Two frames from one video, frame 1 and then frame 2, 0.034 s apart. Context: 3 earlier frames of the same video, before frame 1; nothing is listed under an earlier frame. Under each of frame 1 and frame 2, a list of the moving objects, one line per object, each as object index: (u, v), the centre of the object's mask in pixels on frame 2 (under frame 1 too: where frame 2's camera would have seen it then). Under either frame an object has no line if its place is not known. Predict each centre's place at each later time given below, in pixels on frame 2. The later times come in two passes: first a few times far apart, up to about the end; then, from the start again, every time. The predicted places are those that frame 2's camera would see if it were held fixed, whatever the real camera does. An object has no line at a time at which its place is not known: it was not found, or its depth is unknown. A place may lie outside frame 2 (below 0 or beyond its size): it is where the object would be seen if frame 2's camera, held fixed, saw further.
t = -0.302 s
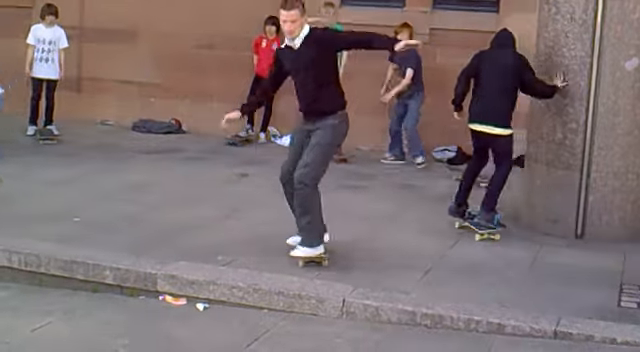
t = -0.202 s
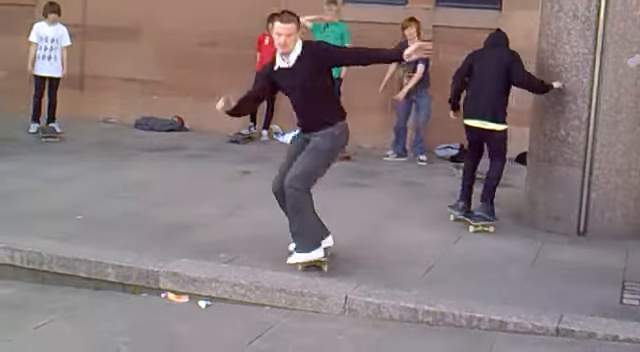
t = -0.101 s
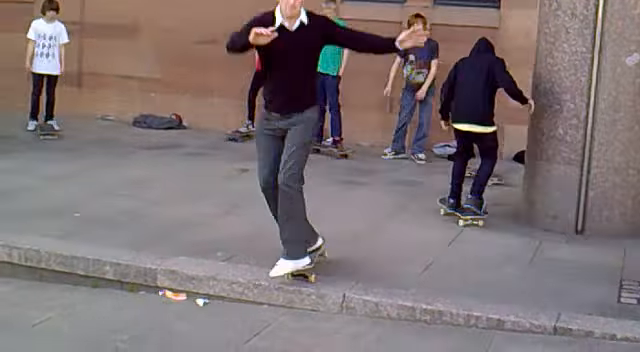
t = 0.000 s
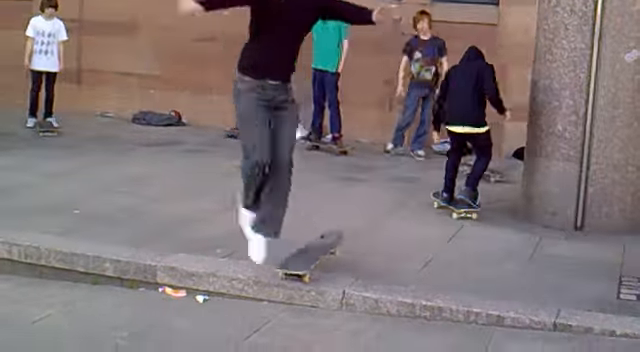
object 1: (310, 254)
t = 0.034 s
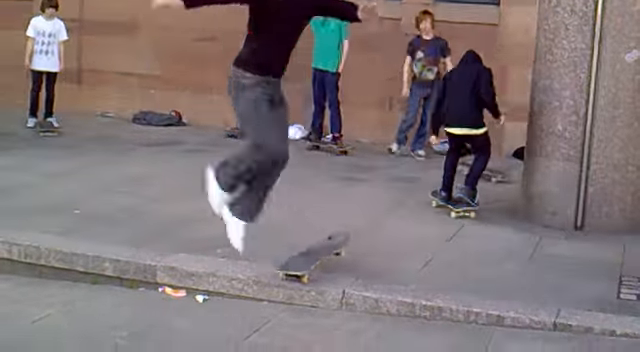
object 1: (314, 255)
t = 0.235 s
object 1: (328, 266)
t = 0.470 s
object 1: (327, 268)
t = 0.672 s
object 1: (326, 268)
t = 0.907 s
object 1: (327, 267)
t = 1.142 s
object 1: (328, 268)
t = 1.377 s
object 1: (328, 267)
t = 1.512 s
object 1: (329, 267)
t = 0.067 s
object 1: (317, 257)
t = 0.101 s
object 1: (321, 260)
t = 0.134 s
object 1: (324, 263)
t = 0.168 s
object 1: (327, 265)
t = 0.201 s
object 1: (328, 264)
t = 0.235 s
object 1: (328, 266)
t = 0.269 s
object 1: (328, 267)
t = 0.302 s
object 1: (328, 267)
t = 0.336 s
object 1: (328, 267)
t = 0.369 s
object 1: (328, 267)
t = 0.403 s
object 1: (328, 267)
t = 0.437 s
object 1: (328, 268)
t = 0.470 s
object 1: (327, 268)
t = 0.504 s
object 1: (326, 268)
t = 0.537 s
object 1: (326, 268)
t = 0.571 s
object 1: (326, 268)
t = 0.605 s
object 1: (326, 268)
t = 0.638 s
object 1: (326, 268)
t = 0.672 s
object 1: (326, 268)
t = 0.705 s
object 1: (326, 268)
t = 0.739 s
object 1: (327, 268)
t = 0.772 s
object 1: (327, 268)
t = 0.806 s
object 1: (327, 267)
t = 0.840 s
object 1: (329, 267)
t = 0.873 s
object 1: (327, 268)
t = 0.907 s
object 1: (327, 267)
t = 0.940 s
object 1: (327, 267)
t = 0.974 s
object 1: (328, 267)
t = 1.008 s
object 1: (327, 268)
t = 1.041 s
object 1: (327, 268)
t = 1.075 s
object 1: (328, 268)
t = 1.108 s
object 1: (327, 268)
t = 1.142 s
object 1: (328, 268)
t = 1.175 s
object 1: (327, 268)
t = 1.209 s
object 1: (329, 267)
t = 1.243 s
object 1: (327, 268)
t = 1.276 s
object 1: (328, 268)
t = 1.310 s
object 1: (328, 268)
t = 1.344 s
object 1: (328, 267)
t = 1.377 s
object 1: (328, 267)
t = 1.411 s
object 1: (328, 267)
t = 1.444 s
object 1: (328, 267)
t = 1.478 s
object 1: (329, 266)
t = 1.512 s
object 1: (329, 267)
